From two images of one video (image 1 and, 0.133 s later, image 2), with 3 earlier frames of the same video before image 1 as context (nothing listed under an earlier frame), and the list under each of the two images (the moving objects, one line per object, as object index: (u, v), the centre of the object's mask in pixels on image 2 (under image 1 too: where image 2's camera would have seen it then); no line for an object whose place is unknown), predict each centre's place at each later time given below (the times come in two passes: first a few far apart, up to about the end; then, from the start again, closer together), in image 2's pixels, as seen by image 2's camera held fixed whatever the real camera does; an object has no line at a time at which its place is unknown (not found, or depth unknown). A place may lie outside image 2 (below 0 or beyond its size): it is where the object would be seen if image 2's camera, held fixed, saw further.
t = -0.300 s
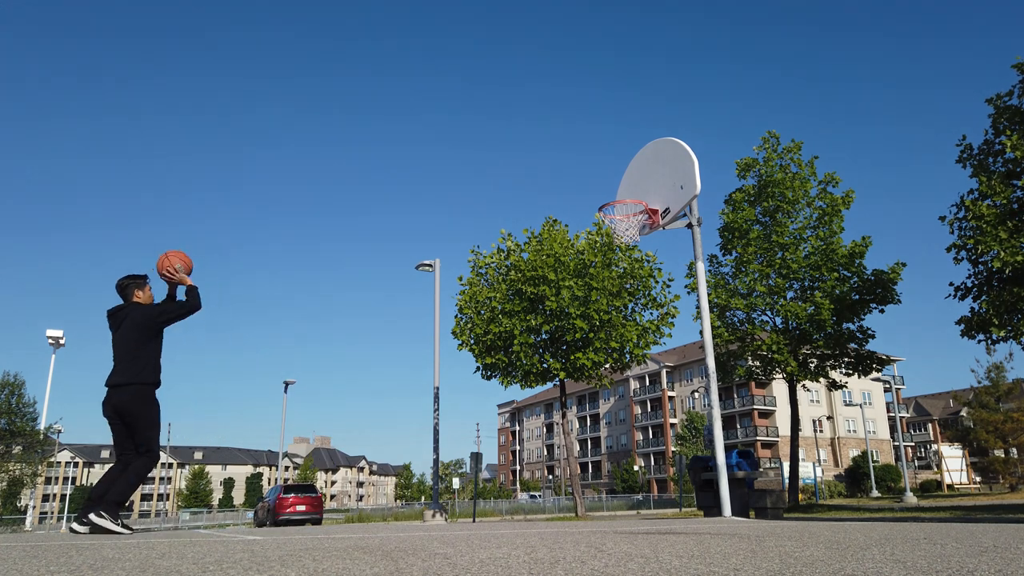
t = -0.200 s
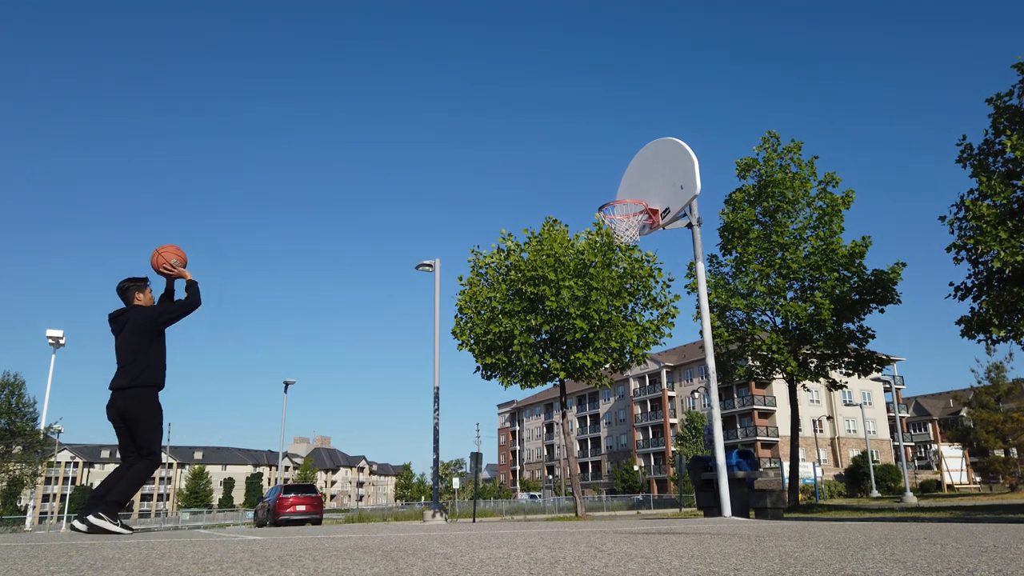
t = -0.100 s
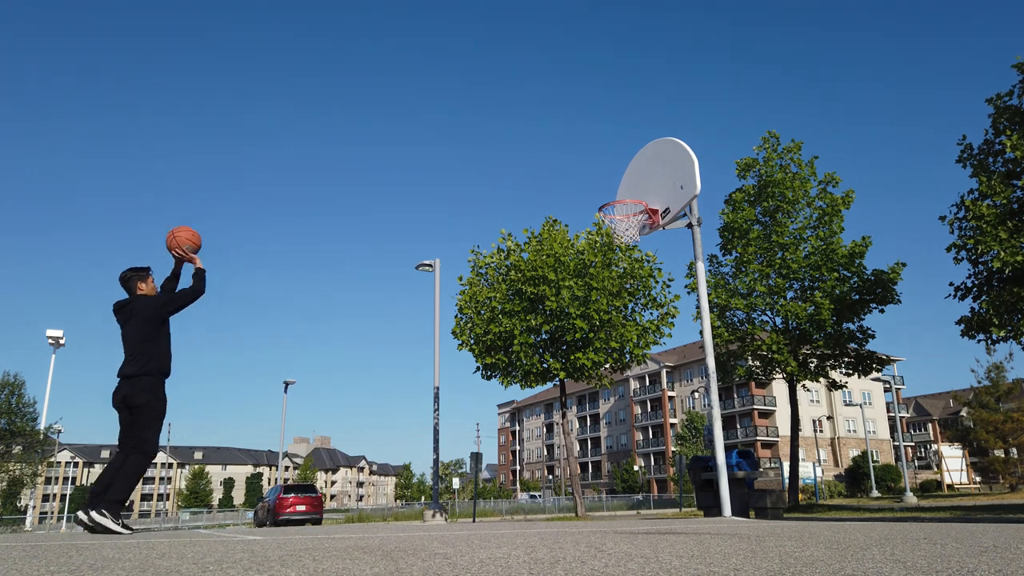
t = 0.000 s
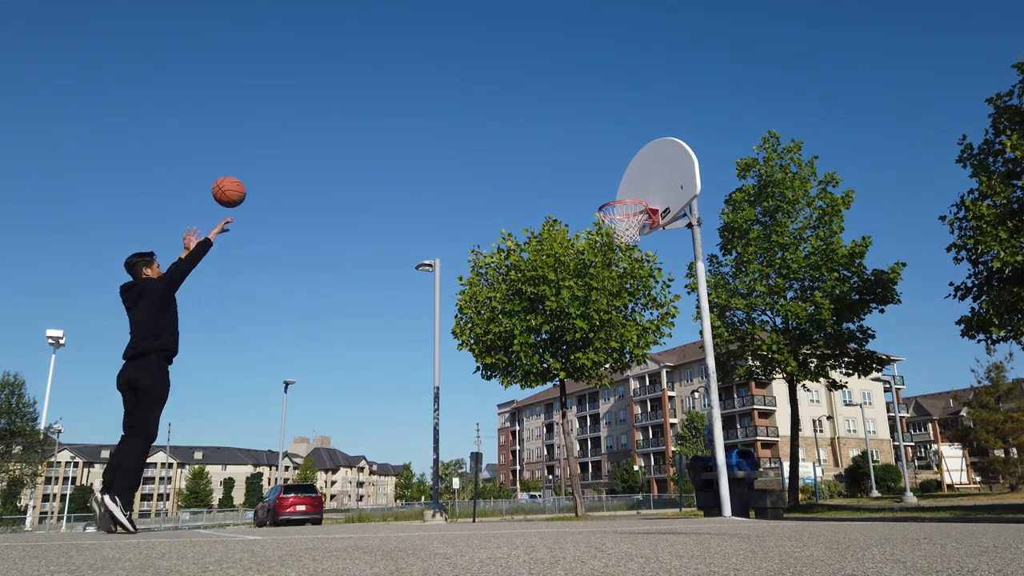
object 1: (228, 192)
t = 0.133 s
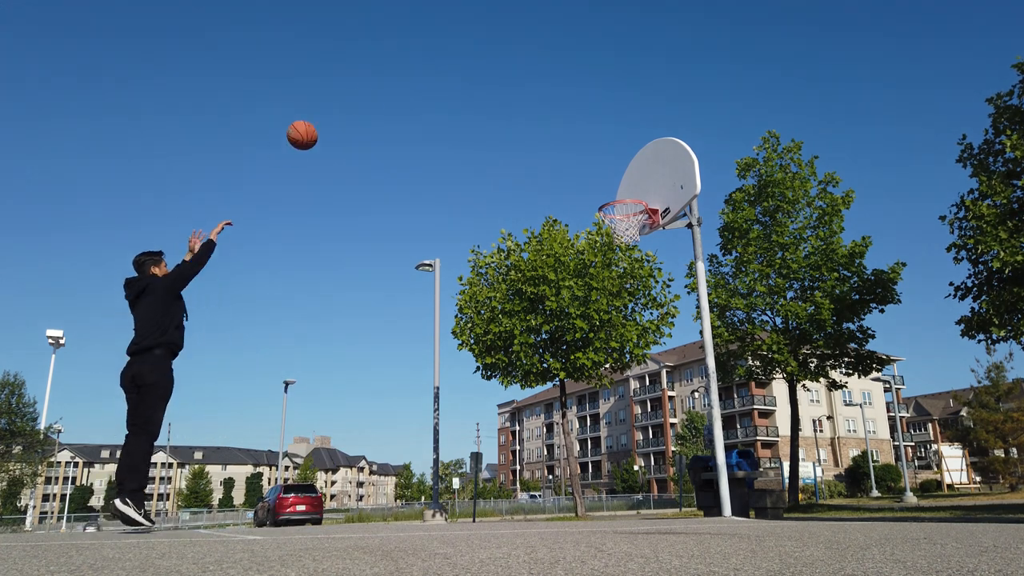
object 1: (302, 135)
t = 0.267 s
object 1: (366, 103)
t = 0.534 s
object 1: (473, 96)
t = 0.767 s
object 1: (556, 143)
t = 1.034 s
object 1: (625, 181)
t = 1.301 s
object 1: (629, 183)
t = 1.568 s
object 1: (611, 191)
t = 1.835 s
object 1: (616, 193)
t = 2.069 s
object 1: (630, 224)
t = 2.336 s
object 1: (624, 282)
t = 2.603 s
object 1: (618, 415)
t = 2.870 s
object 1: (598, 423)
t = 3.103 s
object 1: (572, 338)
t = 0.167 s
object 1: (319, 125)
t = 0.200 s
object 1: (335, 116)
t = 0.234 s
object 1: (351, 108)
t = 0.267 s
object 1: (366, 103)
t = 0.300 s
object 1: (381, 98)
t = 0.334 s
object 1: (395, 94)
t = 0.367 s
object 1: (409, 92)
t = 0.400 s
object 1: (422, 90)
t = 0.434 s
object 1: (435, 90)
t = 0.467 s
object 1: (448, 91)
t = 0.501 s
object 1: (461, 93)
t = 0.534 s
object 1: (473, 96)
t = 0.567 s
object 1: (486, 100)
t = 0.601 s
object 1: (498, 104)
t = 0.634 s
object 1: (510, 110)
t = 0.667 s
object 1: (522, 117)
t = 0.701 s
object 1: (533, 125)
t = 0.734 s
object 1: (545, 134)
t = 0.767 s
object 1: (556, 143)
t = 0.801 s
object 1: (568, 154)
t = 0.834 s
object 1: (579, 165)
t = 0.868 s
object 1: (590, 177)
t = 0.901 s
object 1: (602, 191)
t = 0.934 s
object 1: (608, 191)
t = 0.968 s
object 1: (614, 187)
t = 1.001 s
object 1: (620, 184)
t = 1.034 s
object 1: (625, 181)
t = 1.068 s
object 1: (631, 180)
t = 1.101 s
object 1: (636, 180)
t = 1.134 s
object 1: (642, 181)
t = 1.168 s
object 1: (646, 182)
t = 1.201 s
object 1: (641, 180)
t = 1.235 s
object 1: (637, 180)
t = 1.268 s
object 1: (633, 181)
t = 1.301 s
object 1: (629, 183)
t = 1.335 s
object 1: (625, 186)
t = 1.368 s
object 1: (621, 189)
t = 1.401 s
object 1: (617, 192)
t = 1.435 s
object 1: (616, 190)
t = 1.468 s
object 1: (615, 189)
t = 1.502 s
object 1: (614, 189)
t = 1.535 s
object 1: (613, 189)
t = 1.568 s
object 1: (611, 191)
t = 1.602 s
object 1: (610, 193)
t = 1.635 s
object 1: (609, 195)
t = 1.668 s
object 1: (608, 201)
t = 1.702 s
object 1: (609, 200)
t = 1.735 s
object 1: (610, 196)
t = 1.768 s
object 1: (612, 194)
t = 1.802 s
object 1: (614, 193)
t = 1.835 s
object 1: (616, 193)
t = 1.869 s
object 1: (618, 195)
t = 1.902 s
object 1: (620, 199)
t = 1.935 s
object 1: (622, 202)
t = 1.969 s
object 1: (624, 207)
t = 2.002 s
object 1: (626, 212)
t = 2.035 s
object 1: (628, 218)
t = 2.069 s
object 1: (630, 224)
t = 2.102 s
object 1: (631, 231)
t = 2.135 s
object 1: (631, 234)
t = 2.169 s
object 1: (630, 244)
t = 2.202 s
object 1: (628, 247)
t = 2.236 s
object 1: (627, 254)
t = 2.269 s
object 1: (625, 262)
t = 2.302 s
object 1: (625, 271)
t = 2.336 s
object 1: (624, 282)
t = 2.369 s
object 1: (622, 294)
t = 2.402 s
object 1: (622, 307)
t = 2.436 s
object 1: (621, 322)
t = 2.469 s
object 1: (620, 337)
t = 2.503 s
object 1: (620, 354)
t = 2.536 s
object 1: (619, 373)
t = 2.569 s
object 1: (619, 393)
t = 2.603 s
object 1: (618, 415)
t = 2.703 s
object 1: (617, 490)
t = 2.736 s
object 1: (615, 502)
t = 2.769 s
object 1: (611, 480)
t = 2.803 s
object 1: (607, 459)
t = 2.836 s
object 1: (602, 440)
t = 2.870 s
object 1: (598, 423)
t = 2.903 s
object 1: (594, 407)
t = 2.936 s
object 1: (590, 392)
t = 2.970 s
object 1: (586, 379)
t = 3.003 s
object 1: (582, 367)
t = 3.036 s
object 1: (578, 356)
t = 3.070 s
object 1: (575, 346)
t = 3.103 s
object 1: (572, 338)
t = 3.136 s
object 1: (568, 331)
